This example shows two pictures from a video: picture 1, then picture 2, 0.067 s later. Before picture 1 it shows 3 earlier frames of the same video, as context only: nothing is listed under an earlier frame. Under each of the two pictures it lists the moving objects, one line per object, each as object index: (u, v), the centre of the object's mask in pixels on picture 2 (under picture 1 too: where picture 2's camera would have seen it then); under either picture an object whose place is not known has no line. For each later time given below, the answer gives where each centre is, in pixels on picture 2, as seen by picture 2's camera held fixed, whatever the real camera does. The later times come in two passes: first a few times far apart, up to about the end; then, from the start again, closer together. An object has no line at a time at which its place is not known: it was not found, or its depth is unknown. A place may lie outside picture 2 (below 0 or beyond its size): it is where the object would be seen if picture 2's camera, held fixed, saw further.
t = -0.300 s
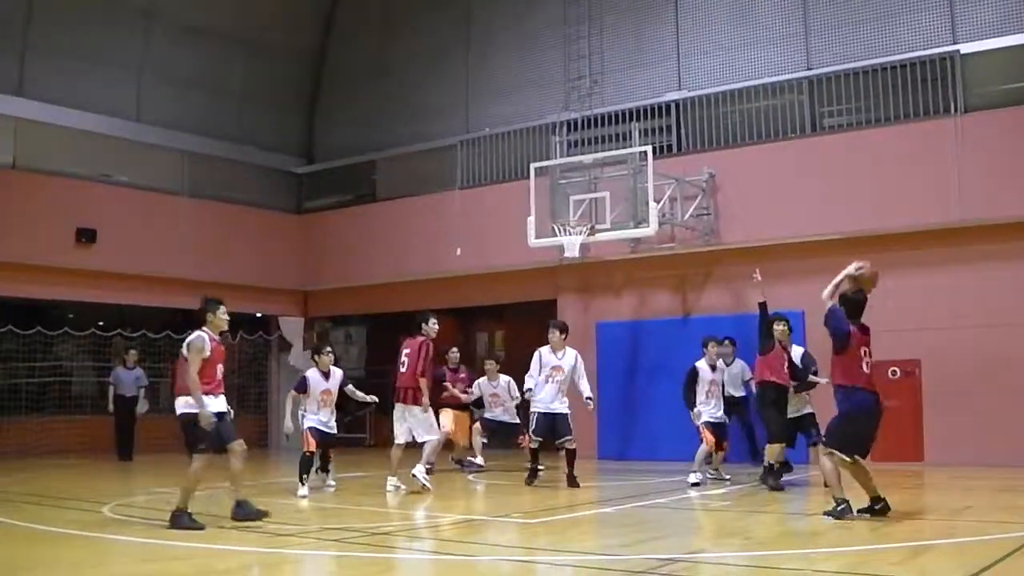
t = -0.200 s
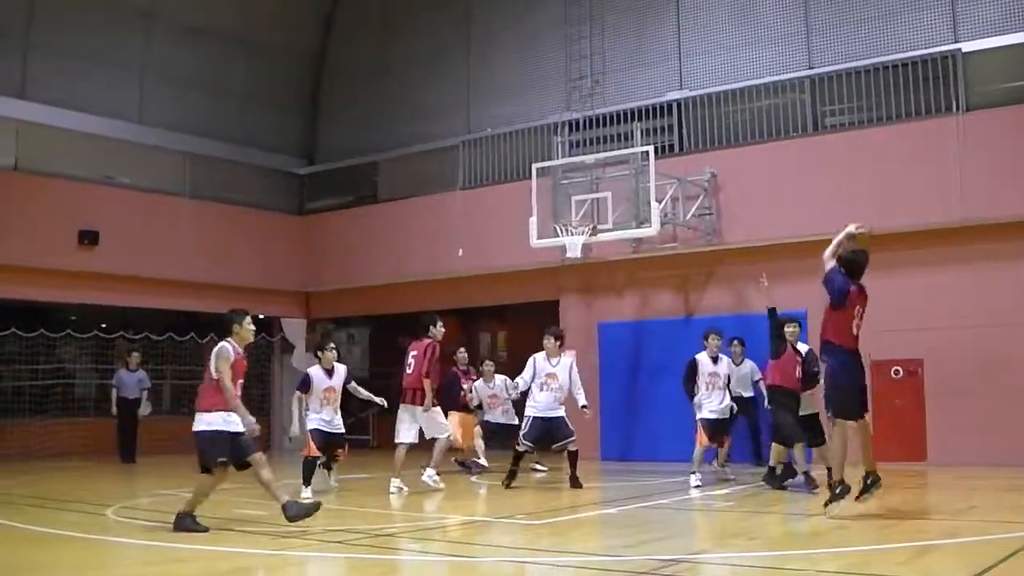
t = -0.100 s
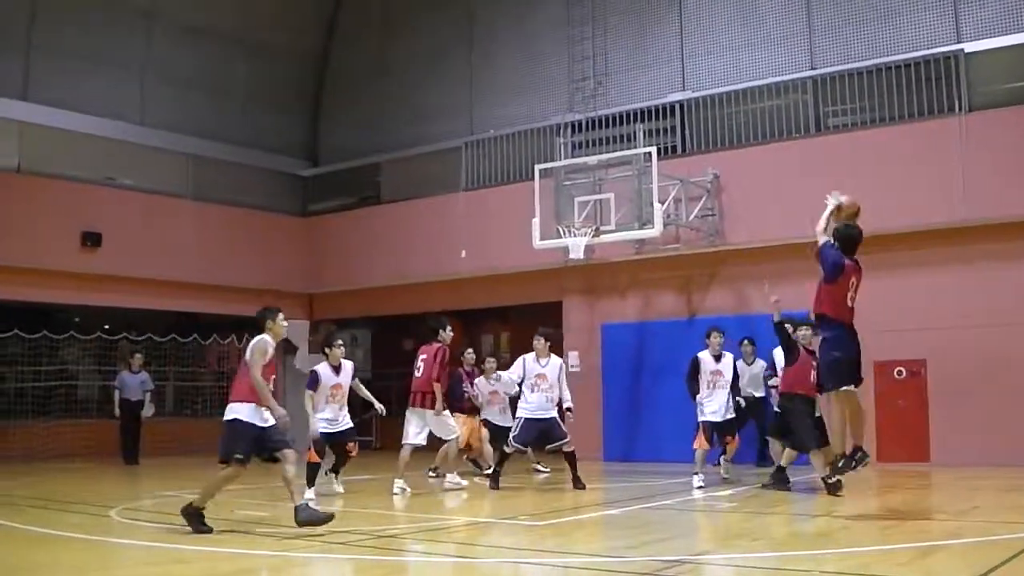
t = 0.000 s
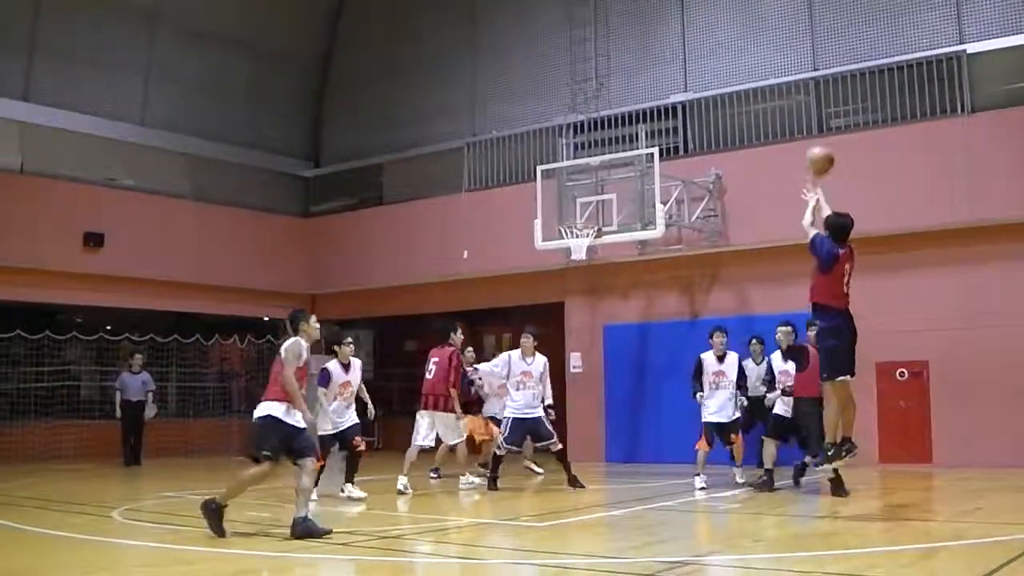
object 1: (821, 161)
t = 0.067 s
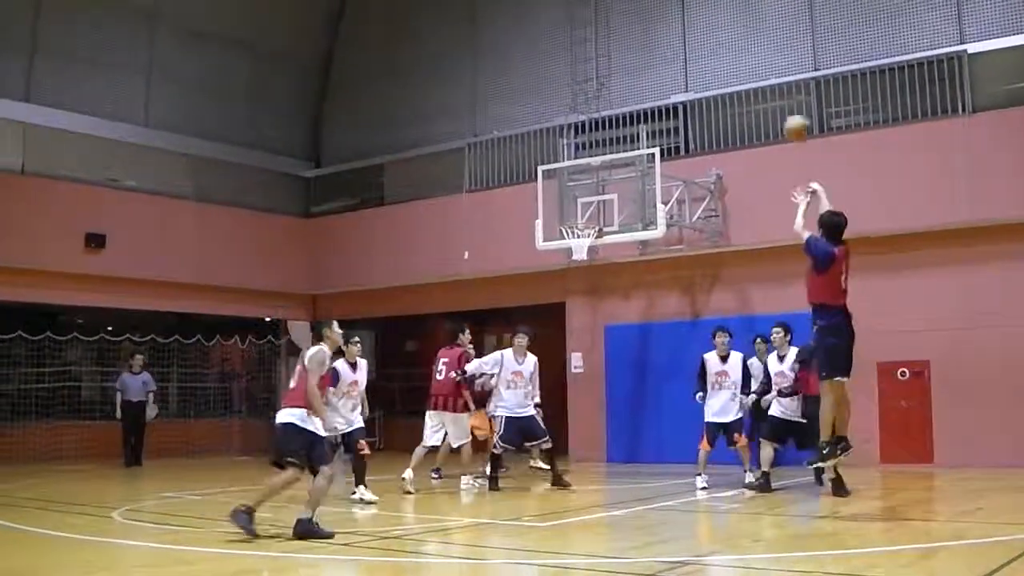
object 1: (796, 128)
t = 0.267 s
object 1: (740, 74)
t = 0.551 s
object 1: (680, 71)
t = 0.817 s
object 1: (637, 129)
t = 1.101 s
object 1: (612, 218)
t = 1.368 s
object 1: (610, 211)
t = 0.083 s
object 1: (792, 124)
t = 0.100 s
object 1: (786, 115)
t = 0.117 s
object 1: (780, 109)
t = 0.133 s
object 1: (777, 105)
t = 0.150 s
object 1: (773, 98)
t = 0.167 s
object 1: (768, 93)
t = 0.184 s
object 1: (763, 90)
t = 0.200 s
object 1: (759, 88)
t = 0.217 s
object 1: (754, 82)
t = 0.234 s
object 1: (749, 79)
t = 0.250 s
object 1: (744, 77)
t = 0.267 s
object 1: (740, 74)
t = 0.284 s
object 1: (737, 72)
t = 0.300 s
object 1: (731, 70)
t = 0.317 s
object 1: (727, 67)
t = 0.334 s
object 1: (723, 67)
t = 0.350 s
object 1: (719, 66)
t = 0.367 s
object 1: (715, 65)
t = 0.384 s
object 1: (712, 64)
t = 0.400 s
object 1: (709, 64)
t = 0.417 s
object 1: (705, 63)
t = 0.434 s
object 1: (702, 64)
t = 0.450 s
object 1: (698, 64)
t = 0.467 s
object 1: (695, 65)
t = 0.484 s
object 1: (692, 66)
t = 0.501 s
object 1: (688, 67)
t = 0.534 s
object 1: (683, 70)
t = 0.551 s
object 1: (680, 71)
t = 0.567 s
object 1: (676, 74)
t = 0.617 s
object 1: (667, 81)
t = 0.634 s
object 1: (665, 85)
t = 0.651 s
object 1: (662, 87)
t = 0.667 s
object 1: (659, 91)
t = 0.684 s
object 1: (656, 94)
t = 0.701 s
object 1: (653, 97)
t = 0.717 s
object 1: (650, 102)
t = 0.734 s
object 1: (649, 104)
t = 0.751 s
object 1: (649, 109)
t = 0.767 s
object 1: (646, 112)
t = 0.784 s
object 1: (641, 117)
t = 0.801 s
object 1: (638, 123)
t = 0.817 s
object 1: (637, 129)
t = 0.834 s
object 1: (635, 132)
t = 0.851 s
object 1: (633, 138)
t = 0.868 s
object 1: (629, 144)
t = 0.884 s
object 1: (627, 152)
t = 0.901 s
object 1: (624, 154)
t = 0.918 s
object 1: (625, 165)
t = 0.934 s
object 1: (621, 168)
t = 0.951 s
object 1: (619, 174)
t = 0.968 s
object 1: (616, 182)
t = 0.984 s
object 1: (614, 188)
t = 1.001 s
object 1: (612, 194)
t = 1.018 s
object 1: (611, 201)
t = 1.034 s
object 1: (610, 209)
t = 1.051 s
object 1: (609, 220)
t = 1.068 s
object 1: (607, 221)
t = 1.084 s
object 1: (612, 220)
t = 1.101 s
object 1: (612, 218)
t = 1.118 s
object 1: (612, 216)
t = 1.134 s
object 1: (612, 213)
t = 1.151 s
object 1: (612, 212)
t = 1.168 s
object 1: (613, 212)
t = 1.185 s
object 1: (613, 210)
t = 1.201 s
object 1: (613, 209)
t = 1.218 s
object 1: (612, 208)
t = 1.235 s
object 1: (612, 208)
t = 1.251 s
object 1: (611, 208)
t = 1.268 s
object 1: (611, 207)
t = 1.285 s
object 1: (611, 207)
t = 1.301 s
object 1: (611, 209)
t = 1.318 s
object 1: (610, 209)
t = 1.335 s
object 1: (610, 209)
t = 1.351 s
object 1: (610, 209)
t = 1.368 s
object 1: (610, 211)
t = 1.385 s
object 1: (610, 212)
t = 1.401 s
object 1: (609, 213)
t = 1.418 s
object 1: (609, 215)
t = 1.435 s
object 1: (610, 217)
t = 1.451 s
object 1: (610, 219)
